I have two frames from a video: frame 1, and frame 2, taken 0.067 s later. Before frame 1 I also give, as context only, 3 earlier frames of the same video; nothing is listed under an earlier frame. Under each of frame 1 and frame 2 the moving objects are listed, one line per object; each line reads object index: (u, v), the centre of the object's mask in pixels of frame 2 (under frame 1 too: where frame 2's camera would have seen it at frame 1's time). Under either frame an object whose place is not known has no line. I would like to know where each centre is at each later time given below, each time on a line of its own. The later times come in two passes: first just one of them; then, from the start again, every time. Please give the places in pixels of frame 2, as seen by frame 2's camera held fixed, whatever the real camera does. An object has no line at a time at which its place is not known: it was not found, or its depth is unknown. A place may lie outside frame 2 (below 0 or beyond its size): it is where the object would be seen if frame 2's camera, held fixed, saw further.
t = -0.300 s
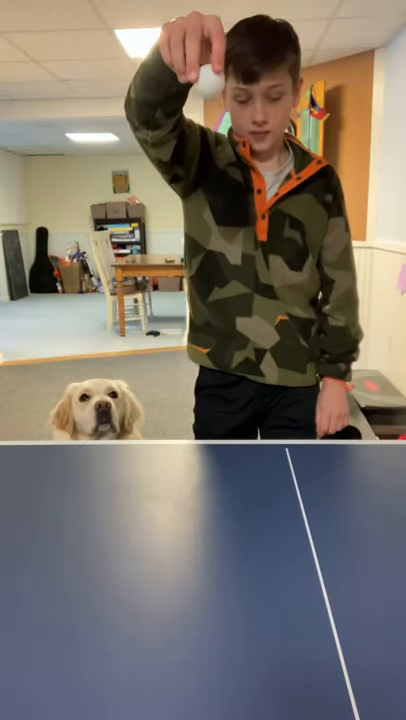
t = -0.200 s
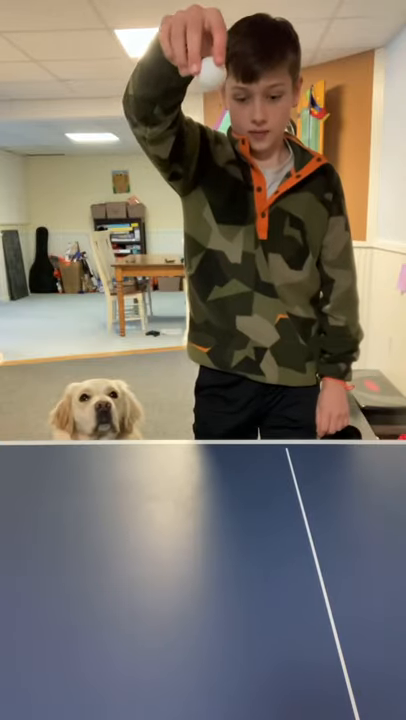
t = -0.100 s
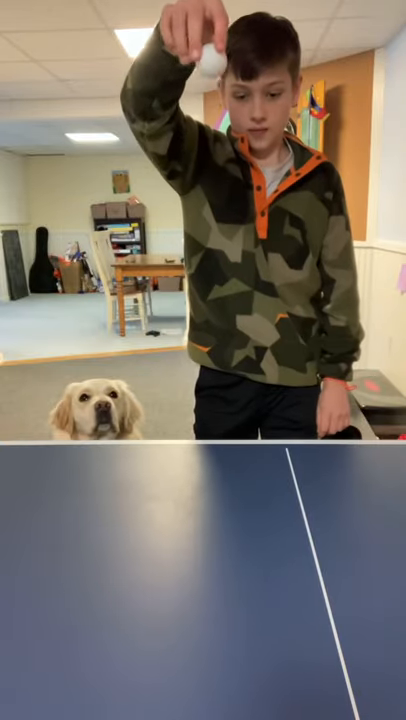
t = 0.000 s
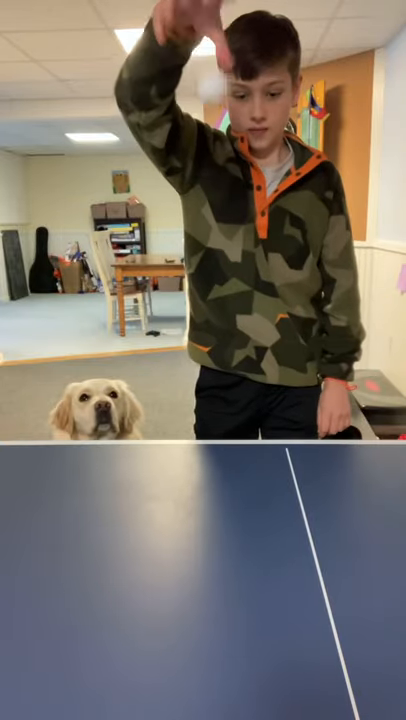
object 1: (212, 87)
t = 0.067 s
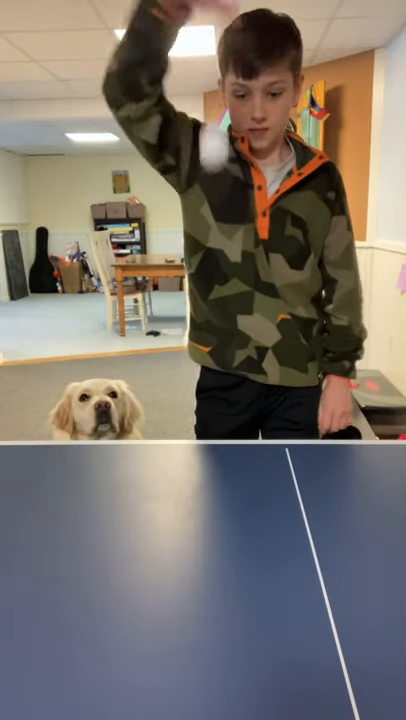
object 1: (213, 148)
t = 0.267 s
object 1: (221, 456)
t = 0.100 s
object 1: (214, 186)
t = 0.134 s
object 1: (215, 232)
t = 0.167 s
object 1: (217, 283)
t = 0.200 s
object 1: (218, 337)
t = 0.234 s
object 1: (220, 396)
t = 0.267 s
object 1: (221, 456)
